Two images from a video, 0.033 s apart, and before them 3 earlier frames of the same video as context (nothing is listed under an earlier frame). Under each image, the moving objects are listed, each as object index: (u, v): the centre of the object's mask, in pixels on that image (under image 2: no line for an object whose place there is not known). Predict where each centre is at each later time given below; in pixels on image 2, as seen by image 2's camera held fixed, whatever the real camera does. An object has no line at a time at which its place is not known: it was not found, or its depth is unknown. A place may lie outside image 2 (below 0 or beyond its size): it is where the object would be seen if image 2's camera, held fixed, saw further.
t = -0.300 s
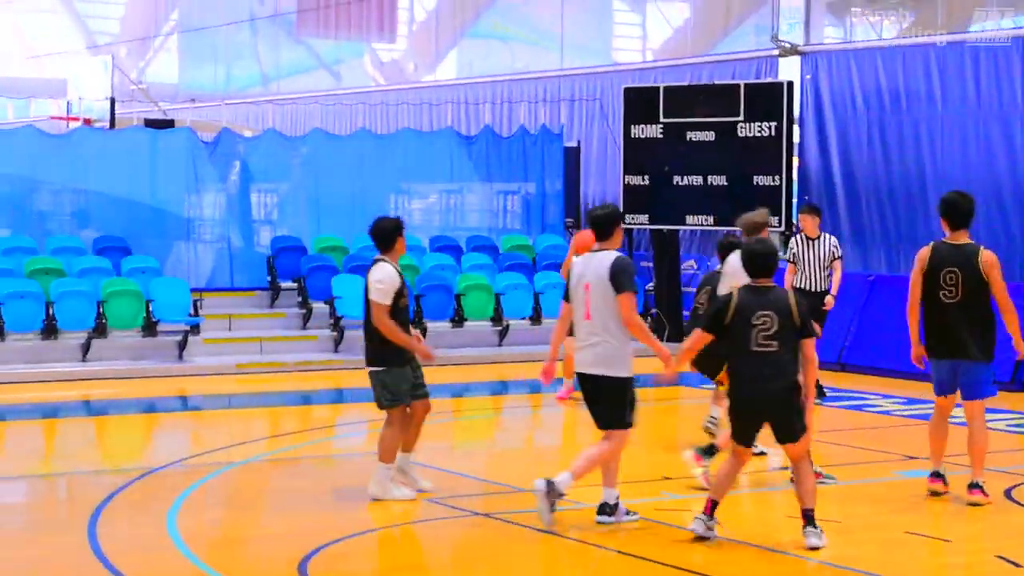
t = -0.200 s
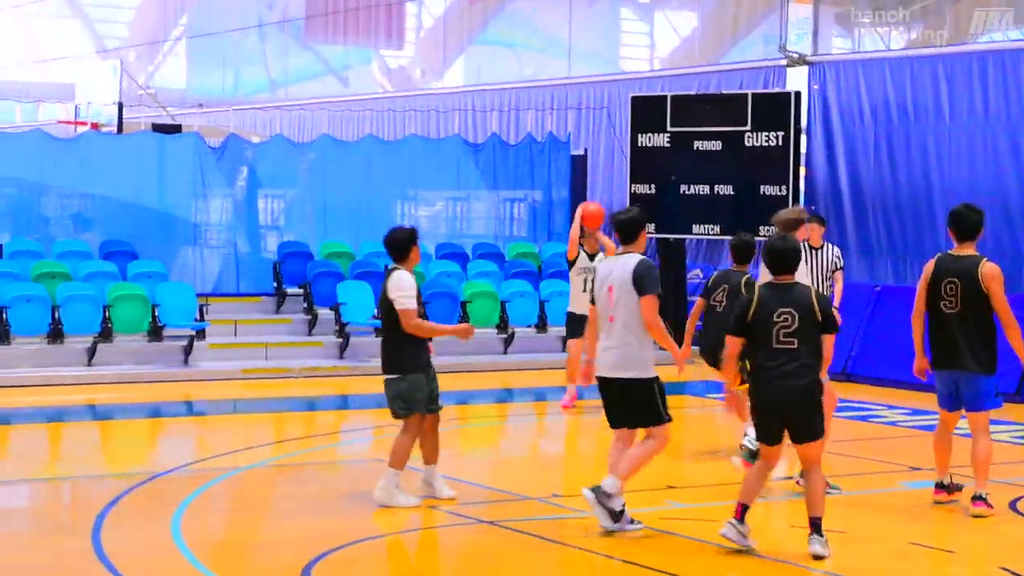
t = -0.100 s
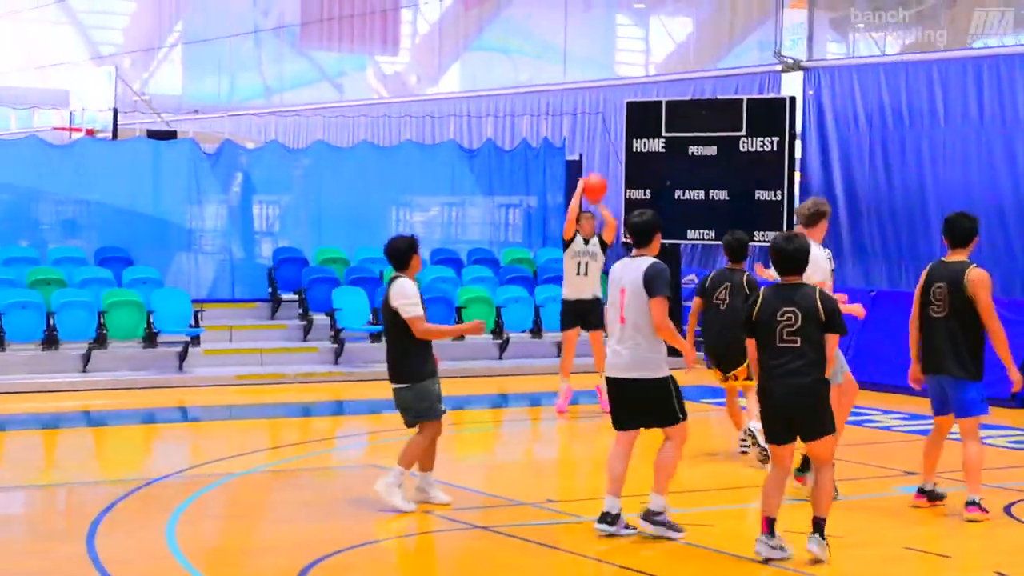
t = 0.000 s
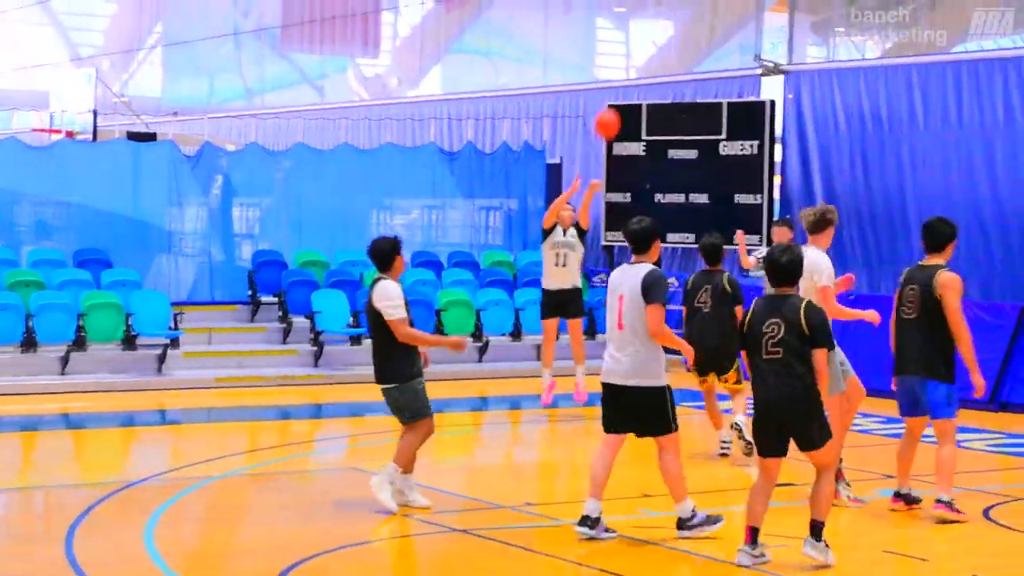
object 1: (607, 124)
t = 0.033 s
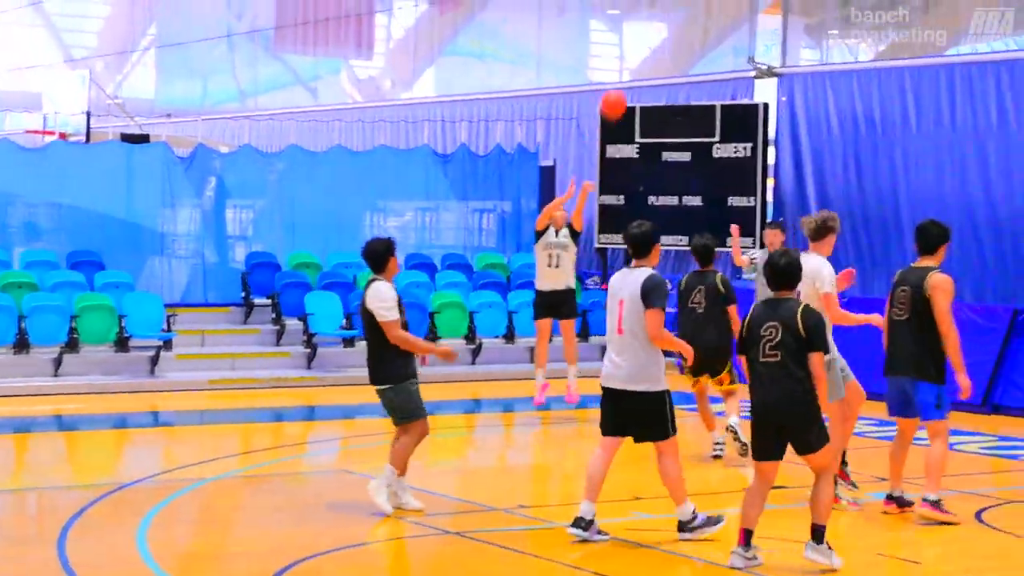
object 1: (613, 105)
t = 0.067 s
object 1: (627, 83)
